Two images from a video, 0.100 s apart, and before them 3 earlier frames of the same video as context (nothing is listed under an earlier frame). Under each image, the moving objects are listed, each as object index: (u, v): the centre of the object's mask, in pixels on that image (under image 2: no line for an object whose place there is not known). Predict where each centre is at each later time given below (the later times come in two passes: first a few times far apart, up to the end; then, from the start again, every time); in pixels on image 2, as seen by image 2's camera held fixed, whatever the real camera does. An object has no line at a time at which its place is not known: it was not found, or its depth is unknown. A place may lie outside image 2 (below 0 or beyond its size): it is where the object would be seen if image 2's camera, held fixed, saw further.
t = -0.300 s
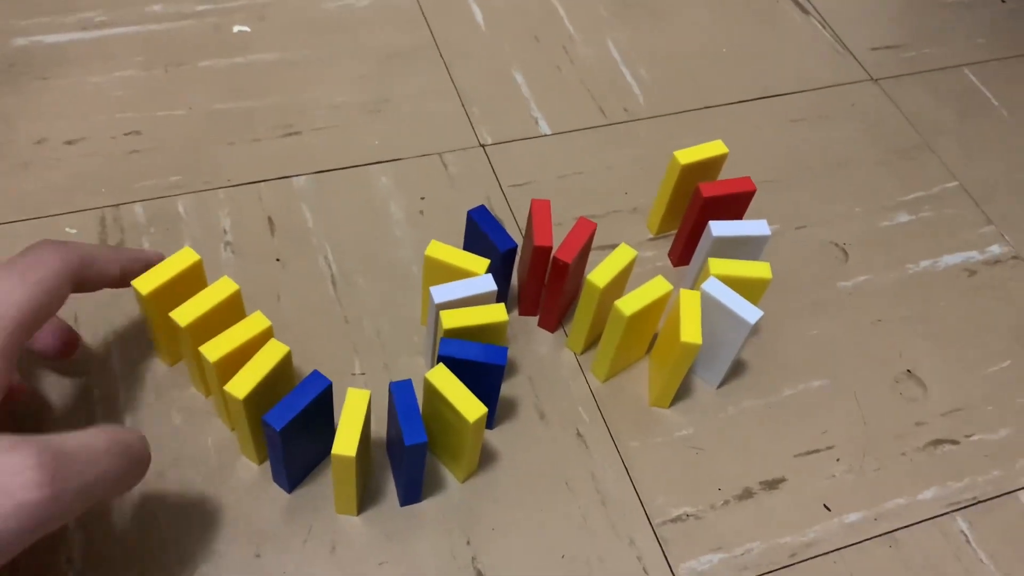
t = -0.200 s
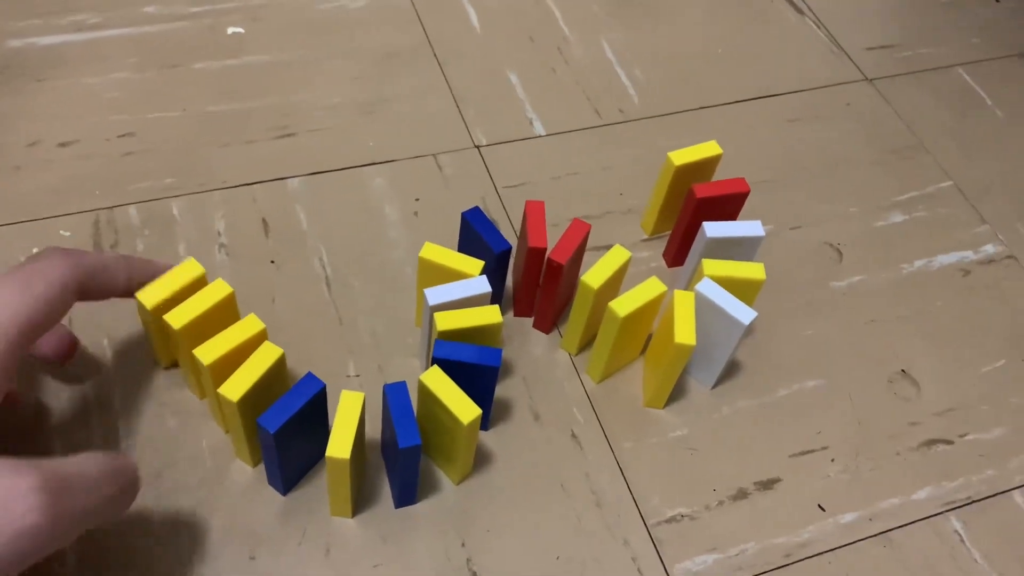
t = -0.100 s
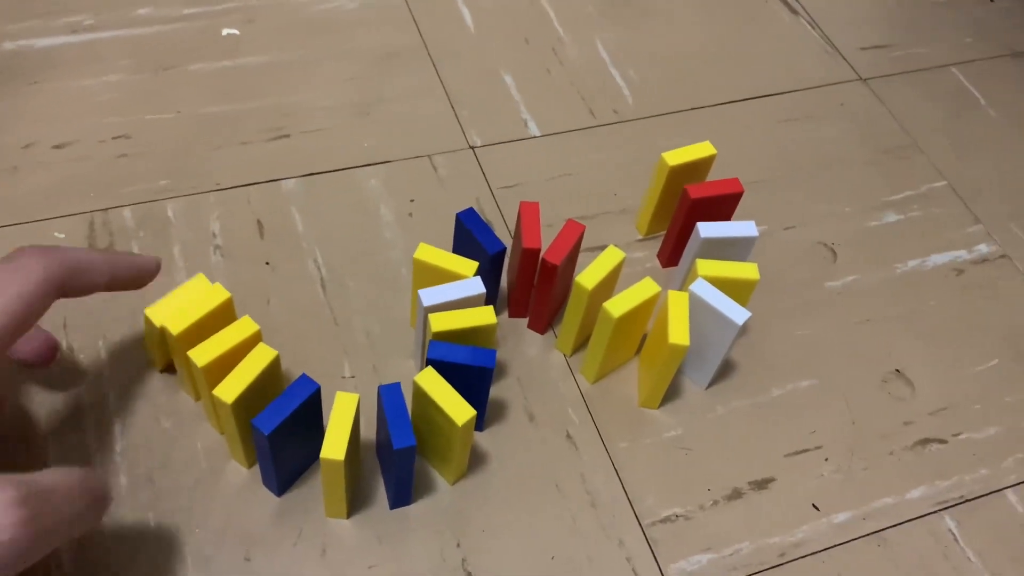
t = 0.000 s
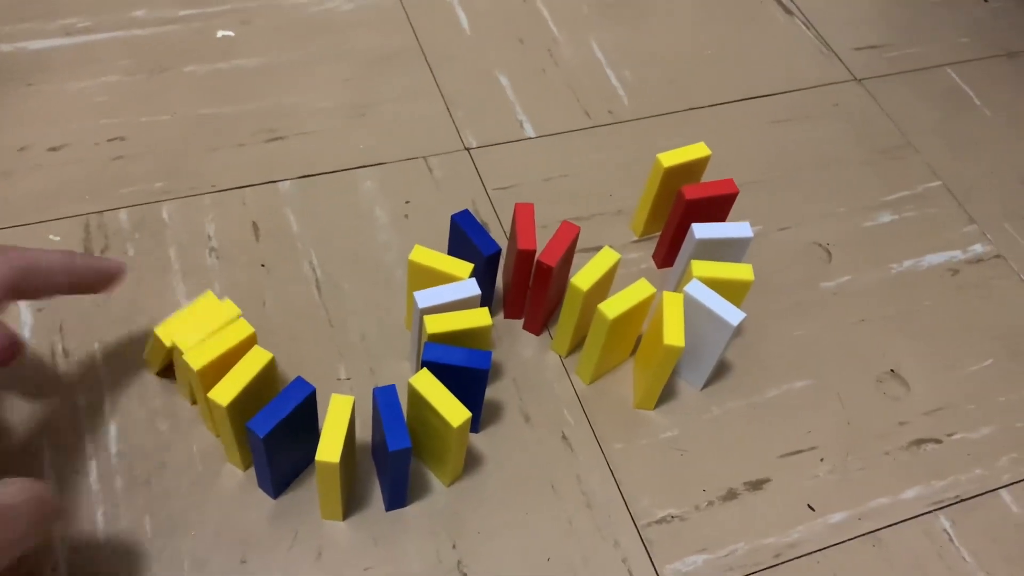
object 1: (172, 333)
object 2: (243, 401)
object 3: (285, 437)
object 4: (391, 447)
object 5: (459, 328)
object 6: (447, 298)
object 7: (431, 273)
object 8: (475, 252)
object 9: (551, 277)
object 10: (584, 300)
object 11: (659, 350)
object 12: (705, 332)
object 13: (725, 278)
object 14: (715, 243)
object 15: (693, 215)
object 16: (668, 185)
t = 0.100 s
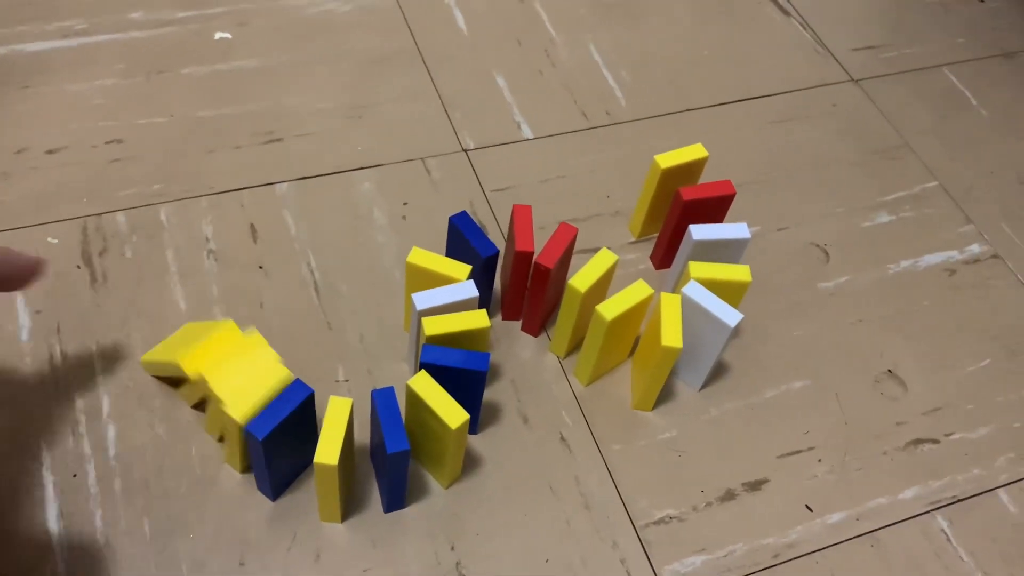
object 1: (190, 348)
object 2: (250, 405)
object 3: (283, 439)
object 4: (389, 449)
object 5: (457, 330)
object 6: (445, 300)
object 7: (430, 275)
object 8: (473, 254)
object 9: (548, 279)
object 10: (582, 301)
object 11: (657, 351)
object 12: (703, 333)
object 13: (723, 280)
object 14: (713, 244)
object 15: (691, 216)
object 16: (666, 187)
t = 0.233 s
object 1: (197, 363)
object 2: (307, 469)
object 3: (335, 503)
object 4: (433, 424)
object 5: (454, 324)
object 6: (445, 298)
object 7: (430, 275)
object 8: (474, 253)
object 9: (549, 279)
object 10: (582, 301)
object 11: (657, 351)
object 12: (704, 333)
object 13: (723, 280)
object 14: (713, 244)
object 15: (691, 216)
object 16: (665, 187)
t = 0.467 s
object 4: (513, 451)
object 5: (442, 295)
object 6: (415, 263)
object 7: (403, 231)
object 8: (504, 263)
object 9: (562, 287)
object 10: (585, 303)
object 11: (657, 352)
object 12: (704, 333)
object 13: (723, 280)
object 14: (713, 244)
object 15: (691, 217)
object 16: (665, 187)
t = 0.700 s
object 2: (312, 491)
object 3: (340, 541)
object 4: (514, 453)
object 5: (445, 307)
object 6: (409, 264)
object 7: (395, 223)
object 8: (507, 268)
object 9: (589, 326)
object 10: (637, 376)
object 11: (762, 443)
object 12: (711, 317)
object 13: (698, 267)
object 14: (707, 231)
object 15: (689, 211)
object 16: (665, 187)
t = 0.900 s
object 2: (312, 491)
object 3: (340, 542)
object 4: (514, 453)
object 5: (445, 307)
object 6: (409, 264)
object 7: (396, 222)
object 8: (506, 267)
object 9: (580, 320)
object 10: (632, 377)
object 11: (764, 446)
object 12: (697, 330)
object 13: (685, 261)
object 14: (691, 209)
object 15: (666, 180)
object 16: (633, 163)
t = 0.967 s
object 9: (580, 320)
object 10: (632, 377)
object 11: (764, 447)
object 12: (696, 333)
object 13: (687, 256)
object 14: (690, 211)
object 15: (664, 178)
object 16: (632, 158)
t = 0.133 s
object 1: (194, 354)
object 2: (263, 412)
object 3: (289, 447)
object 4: (389, 449)
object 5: (457, 331)
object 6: (445, 300)
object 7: (430, 275)
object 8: (473, 254)
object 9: (548, 279)
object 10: (582, 301)
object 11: (657, 351)
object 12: (703, 333)
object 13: (723, 280)
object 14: (713, 244)
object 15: (691, 216)
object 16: (665, 187)
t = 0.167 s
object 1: (200, 365)
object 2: (281, 431)
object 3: (300, 460)
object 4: (392, 451)
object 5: (457, 330)
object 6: (445, 300)
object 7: (429, 275)
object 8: (473, 253)
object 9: (549, 279)
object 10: (582, 301)
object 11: (657, 352)
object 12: (703, 333)
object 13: (723, 280)
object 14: (713, 244)
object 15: (691, 216)
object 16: (665, 186)
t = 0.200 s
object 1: (197, 362)
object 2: (293, 449)
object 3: (318, 478)
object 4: (416, 443)
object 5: (457, 330)
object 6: (445, 300)
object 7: (430, 275)
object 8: (474, 253)
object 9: (549, 278)
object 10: (582, 301)
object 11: (657, 351)
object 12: (703, 332)
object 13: (723, 279)
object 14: (713, 244)
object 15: (691, 216)
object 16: (665, 186)
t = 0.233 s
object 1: (197, 363)
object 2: (307, 469)
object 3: (335, 503)
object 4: (433, 424)
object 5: (454, 324)
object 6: (445, 298)
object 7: (430, 275)
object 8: (474, 253)
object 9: (549, 279)
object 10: (582, 301)
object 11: (657, 351)
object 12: (704, 333)
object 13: (723, 280)
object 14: (713, 244)
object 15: (691, 216)
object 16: (665, 187)
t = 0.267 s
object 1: (197, 363)
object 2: (314, 482)
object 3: (341, 524)
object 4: (444, 439)
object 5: (454, 310)
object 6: (440, 292)
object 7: (430, 272)
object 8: (474, 251)
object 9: (549, 279)
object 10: (582, 301)
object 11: (657, 351)
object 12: (704, 333)
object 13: (723, 280)
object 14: (713, 244)
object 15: (691, 216)
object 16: (665, 187)
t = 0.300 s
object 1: (195, 362)
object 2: (314, 486)
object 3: (344, 534)
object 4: (458, 451)
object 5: (449, 301)
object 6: (437, 281)
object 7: (438, 256)
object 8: (476, 252)
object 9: (548, 279)
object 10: (582, 301)
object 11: (657, 352)
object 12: (704, 333)
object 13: (723, 280)
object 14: (713, 244)
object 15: (691, 216)
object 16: (665, 187)
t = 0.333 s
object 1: (193, 360)
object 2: (313, 488)
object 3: (343, 538)
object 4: (474, 455)
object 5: (448, 294)
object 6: (434, 272)
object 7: (440, 245)
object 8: (482, 254)
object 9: (548, 279)
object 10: (582, 301)
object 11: (657, 351)
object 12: (704, 333)
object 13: (723, 280)
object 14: (713, 244)
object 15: (691, 217)
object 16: (665, 187)
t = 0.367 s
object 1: (192, 358)
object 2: (312, 490)
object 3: (341, 541)
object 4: (496, 450)
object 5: (447, 290)
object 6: (430, 264)
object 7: (442, 234)
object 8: (489, 255)
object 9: (549, 278)
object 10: (582, 301)
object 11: (657, 352)
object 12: (704, 333)
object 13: (723, 280)
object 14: (713, 244)
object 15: (691, 217)
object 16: (665, 187)
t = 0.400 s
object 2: (312, 491)
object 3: (340, 541)
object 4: (507, 452)
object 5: (443, 288)
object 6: (425, 258)
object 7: (438, 228)
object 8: (492, 254)
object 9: (551, 281)
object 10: (582, 301)
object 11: (657, 352)
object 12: (704, 333)
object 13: (723, 280)
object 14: (713, 244)
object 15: (691, 217)
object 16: (665, 187)
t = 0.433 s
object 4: (513, 451)
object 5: (441, 289)
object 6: (418, 262)
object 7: (419, 226)
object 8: (498, 258)
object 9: (556, 284)
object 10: (583, 301)
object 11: (657, 352)
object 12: (704, 333)
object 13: (723, 280)
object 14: (713, 244)
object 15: (691, 217)
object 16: (665, 187)
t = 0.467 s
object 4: (513, 451)
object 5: (442, 295)
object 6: (415, 263)
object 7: (403, 231)
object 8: (504, 263)
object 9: (562, 287)
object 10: (585, 303)
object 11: (657, 352)
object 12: (704, 333)
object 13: (723, 280)
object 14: (713, 244)
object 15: (691, 217)
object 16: (665, 187)
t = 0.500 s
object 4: (514, 453)
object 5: (445, 302)
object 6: (412, 262)
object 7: (397, 227)
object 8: (509, 267)
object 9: (568, 296)
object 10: (594, 307)
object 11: (657, 351)
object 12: (704, 333)
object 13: (723, 280)
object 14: (713, 244)
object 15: (691, 217)
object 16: (665, 187)
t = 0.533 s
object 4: (514, 453)
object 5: (446, 307)
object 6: (410, 264)
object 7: (395, 224)
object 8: (512, 272)
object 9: (577, 305)
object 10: (614, 331)
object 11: (666, 352)
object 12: (709, 333)
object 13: (724, 279)
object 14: (714, 244)
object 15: (691, 217)
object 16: (665, 187)
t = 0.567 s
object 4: (514, 453)
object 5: (445, 307)
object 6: (410, 264)
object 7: (395, 224)
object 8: (515, 277)
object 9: (584, 311)
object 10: (622, 348)
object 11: (687, 360)
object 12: (713, 305)
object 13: (723, 274)
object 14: (714, 242)
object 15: (691, 217)
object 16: (665, 187)
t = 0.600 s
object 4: (514, 453)
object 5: (445, 307)
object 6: (409, 264)
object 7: (395, 224)
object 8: (516, 279)
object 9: (589, 321)
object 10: (625, 353)
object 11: (731, 377)
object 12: (712, 312)
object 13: (720, 267)
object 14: (715, 240)
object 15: (691, 217)
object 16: (665, 187)
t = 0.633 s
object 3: (340, 541)
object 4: (514, 453)
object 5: (445, 307)
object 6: (409, 264)
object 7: (395, 225)
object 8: (514, 275)
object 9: (593, 326)
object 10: (637, 366)
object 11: (751, 420)
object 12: (712, 318)
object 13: (720, 261)
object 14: (715, 239)
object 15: (690, 217)
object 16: (665, 187)
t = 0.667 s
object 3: (340, 541)
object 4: (514, 453)
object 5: (445, 307)
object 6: (409, 264)
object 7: (395, 223)
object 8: (510, 271)
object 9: (592, 328)
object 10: (639, 374)
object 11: (756, 432)
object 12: (711, 318)
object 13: (721, 255)
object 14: (709, 237)
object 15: (690, 215)
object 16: (665, 187)
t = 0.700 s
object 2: (312, 491)
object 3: (340, 541)
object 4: (514, 453)
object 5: (445, 307)
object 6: (409, 264)
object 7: (395, 223)
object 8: (507, 268)
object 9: (589, 326)
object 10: (637, 376)
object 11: (762, 443)
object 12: (711, 317)
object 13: (698, 267)
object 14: (707, 231)
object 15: (689, 211)
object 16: (665, 187)
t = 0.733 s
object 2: (312, 491)
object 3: (340, 541)
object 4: (514, 453)
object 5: (445, 307)
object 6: (409, 264)
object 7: (395, 223)
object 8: (507, 267)
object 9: (585, 322)
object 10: (634, 375)
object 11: (764, 446)
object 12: (710, 316)
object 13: (695, 264)
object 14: (715, 217)
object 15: (683, 214)
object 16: (665, 187)
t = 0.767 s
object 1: (189, 357)
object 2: (312, 490)
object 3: (340, 542)
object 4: (514, 453)
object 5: (445, 307)
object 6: (409, 264)
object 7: (395, 223)
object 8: (507, 267)
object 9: (582, 320)
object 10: (632, 376)
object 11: (764, 446)
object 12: (708, 317)
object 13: (695, 255)
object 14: (711, 211)
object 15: (681, 207)
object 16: (663, 186)
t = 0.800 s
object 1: (189, 356)
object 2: (313, 490)
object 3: (340, 542)
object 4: (514, 453)
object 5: (445, 307)
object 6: (409, 264)
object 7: (395, 223)
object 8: (507, 266)
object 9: (580, 320)
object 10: (632, 376)
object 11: (764, 446)
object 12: (704, 319)
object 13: (692, 258)
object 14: (706, 207)
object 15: (676, 194)
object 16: (657, 177)
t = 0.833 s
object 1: (189, 356)
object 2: (313, 490)
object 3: (340, 542)
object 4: (514, 453)
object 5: (445, 307)
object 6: (409, 264)
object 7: (395, 223)
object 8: (507, 267)
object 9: (580, 320)
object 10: (632, 376)
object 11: (764, 446)
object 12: (699, 323)
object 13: (688, 258)
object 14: (698, 206)
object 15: (680, 182)
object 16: (651, 170)
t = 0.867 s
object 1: (189, 356)
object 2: (313, 490)
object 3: (340, 542)
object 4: (514, 453)
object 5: (445, 307)
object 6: (409, 263)
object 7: (395, 223)
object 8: (507, 266)
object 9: (580, 320)
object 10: (632, 376)
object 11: (764, 446)
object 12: (697, 326)
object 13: (691, 249)
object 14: (691, 206)
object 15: (670, 181)
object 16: (637, 170)
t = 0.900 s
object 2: (312, 491)
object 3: (340, 542)
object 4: (514, 453)
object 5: (445, 307)
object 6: (409, 264)
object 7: (396, 222)
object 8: (506, 267)
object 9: (580, 320)
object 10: (632, 377)
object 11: (764, 446)
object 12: (697, 330)
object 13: (685, 261)
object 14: (691, 209)
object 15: (666, 180)
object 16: (633, 163)
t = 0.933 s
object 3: (340, 541)
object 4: (514, 453)
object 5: (445, 307)
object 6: (409, 264)
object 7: (396, 222)
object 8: (507, 267)
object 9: (580, 320)
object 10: (632, 376)
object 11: (765, 446)
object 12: (697, 332)
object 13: (688, 255)
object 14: (690, 210)
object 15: (665, 178)
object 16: (632, 160)
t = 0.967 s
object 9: (580, 320)
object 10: (632, 377)
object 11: (764, 447)
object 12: (696, 333)
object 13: (687, 256)
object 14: (690, 211)
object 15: (664, 178)
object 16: (632, 158)
